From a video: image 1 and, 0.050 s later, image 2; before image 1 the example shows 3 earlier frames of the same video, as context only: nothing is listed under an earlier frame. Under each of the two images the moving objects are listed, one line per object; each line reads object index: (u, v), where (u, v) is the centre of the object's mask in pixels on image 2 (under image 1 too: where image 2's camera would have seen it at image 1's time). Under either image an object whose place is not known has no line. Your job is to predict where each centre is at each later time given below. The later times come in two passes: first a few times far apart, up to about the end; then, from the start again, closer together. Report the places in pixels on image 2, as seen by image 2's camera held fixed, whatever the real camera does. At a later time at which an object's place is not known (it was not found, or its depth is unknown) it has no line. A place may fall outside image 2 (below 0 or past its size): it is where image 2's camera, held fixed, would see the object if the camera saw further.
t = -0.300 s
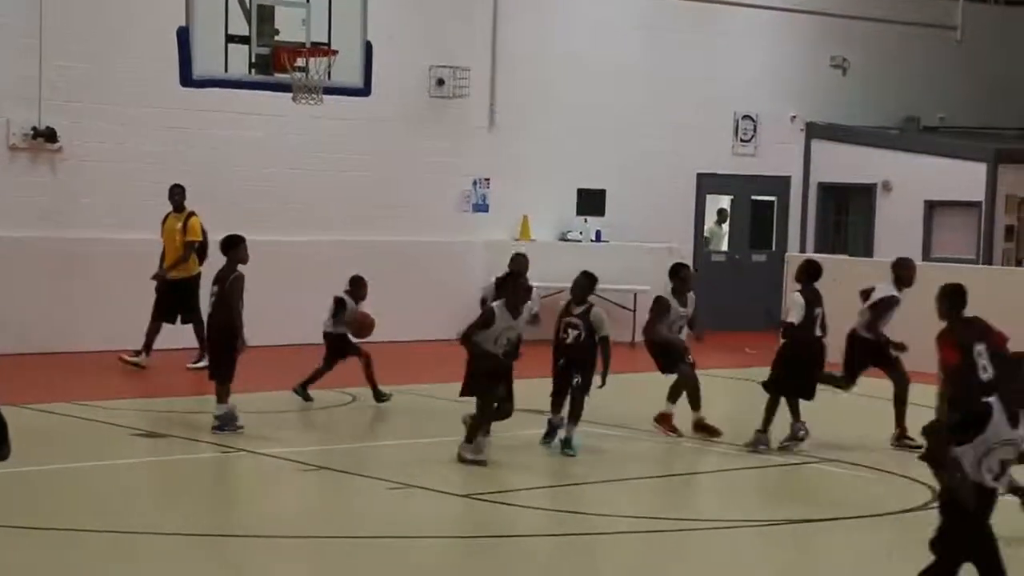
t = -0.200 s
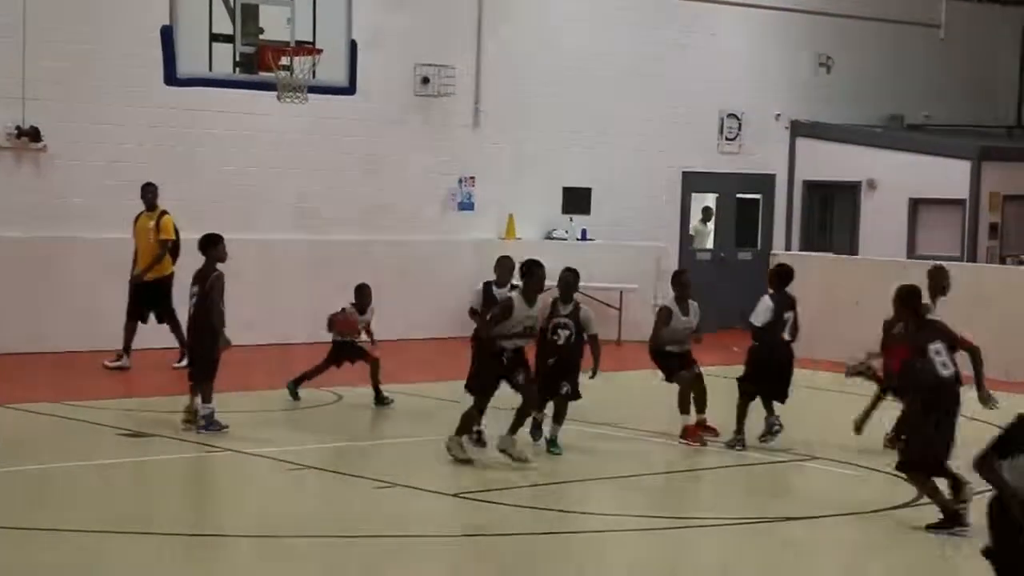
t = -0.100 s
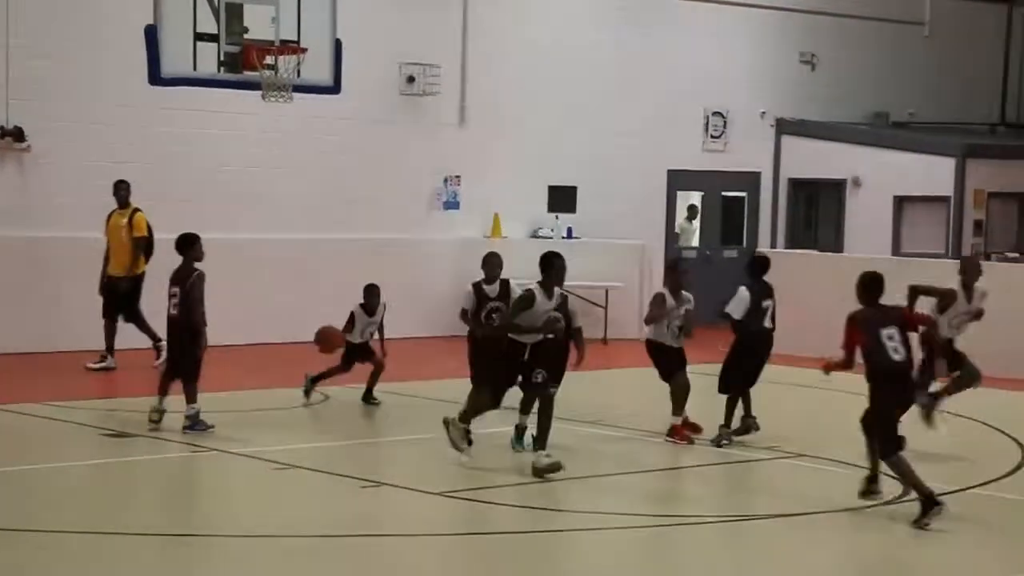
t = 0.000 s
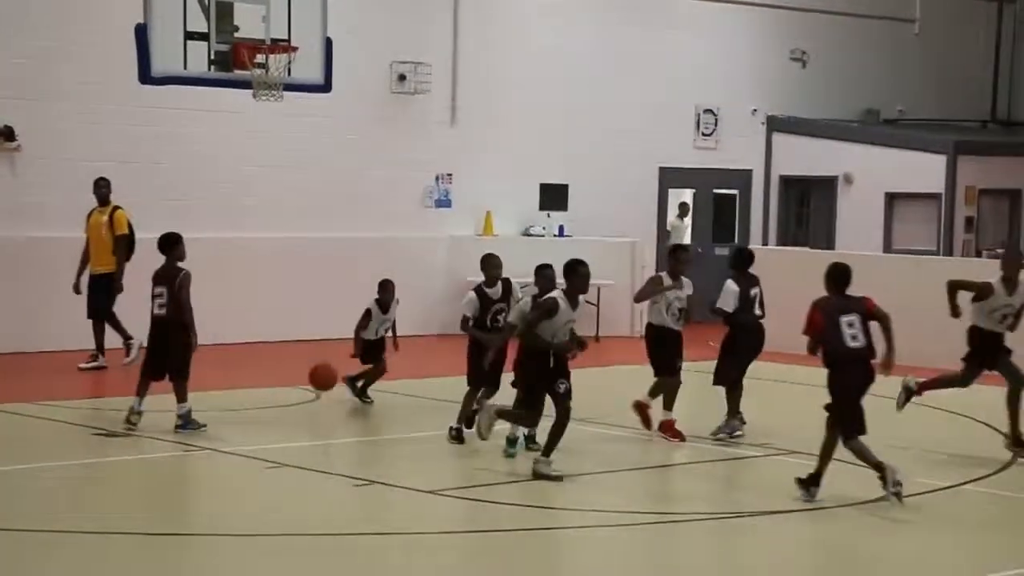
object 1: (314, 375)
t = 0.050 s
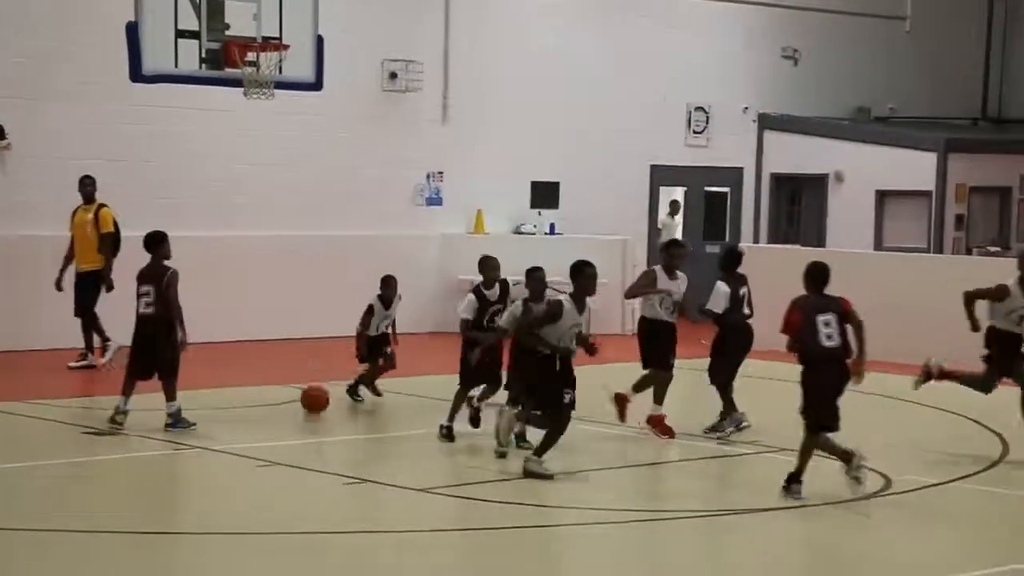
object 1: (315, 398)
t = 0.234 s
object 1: (318, 349)
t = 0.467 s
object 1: (321, 332)
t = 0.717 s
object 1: (322, 388)
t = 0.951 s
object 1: (326, 363)
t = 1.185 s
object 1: (327, 366)
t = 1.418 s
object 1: (328, 397)
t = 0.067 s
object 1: (315, 398)
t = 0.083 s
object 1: (316, 393)
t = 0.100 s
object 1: (316, 387)
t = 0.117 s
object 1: (316, 380)
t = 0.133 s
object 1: (317, 375)
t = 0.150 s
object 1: (317, 370)
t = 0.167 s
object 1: (317, 365)
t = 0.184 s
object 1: (317, 361)
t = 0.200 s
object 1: (318, 357)
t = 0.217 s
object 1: (318, 354)
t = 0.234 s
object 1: (318, 349)
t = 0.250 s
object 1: (319, 345)
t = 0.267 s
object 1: (319, 342)
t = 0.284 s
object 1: (319, 340)
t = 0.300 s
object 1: (319, 338)
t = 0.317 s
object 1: (319, 335)
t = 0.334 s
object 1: (320, 334)
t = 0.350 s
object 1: (320, 332)
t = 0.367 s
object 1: (320, 332)
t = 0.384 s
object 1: (320, 331)
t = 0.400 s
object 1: (321, 331)
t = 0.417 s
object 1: (321, 331)
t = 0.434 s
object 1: (321, 331)
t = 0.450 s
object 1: (321, 332)
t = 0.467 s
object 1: (321, 332)
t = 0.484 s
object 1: (322, 333)
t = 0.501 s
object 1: (322, 335)
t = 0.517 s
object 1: (322, 337)
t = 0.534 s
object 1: (322, 339)
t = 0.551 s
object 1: (322, 342)
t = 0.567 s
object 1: (322, 345)
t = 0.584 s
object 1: (323, 348)
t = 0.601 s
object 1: (322, 353)
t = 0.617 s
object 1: (322, 357)
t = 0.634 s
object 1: (322, 360)
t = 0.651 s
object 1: (322, 365)
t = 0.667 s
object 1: (322, 371)
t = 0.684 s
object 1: (323, 376)
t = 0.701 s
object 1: (323, 381)
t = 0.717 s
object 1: (322, 388)
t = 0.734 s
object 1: (322, 394)
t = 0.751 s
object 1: (322, 400)
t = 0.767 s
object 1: (322, 406)
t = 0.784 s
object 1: (322, 401)
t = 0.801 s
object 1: (323, 396)
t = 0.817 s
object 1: (323, 391)
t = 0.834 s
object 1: (324, 386)
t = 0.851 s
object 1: (324, 382)
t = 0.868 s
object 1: (324, 378)
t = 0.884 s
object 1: (324, 375)
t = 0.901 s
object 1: (325, 371)
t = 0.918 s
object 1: (325, 368)
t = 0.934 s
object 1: (326, 366)
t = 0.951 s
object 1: (326, 363)
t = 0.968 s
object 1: (326, 361)
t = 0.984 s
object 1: (326, 360)
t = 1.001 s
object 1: (327, 359)
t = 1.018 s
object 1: (327, 358)
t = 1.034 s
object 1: (327, 358)
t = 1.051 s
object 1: (327, 358)
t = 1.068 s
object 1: (327, 357)
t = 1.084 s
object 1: (327, 357)
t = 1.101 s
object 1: (327, 358)
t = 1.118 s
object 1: (327, 359)
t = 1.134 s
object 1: (328, 360)
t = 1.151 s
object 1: (328, 362)
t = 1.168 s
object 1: (328, 364)
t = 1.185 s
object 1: (327, 366)
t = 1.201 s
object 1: (327, 369)
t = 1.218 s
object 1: (327, 373)
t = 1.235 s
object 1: (327, 376)
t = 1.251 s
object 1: (327, 380)
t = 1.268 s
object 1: (327, 384)
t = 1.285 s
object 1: (327, 389)
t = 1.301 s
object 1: (327, 394)
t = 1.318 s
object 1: (328, 399)
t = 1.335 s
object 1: (327, 405)
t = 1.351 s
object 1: (327, 411)
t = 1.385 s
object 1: (327, 405)
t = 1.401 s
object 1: (328, 402)
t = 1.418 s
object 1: (328, 397)
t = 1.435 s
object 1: (328, 394)
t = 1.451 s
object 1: (329, 391)
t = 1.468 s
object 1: (329, 389)
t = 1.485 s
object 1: (329, 385)
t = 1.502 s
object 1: (329, 383)
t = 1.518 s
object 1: (329, 381)
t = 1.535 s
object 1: (330, 379)
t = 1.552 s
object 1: (330, 379)
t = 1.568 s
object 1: (330, 378)
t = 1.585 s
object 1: (330, 378)
